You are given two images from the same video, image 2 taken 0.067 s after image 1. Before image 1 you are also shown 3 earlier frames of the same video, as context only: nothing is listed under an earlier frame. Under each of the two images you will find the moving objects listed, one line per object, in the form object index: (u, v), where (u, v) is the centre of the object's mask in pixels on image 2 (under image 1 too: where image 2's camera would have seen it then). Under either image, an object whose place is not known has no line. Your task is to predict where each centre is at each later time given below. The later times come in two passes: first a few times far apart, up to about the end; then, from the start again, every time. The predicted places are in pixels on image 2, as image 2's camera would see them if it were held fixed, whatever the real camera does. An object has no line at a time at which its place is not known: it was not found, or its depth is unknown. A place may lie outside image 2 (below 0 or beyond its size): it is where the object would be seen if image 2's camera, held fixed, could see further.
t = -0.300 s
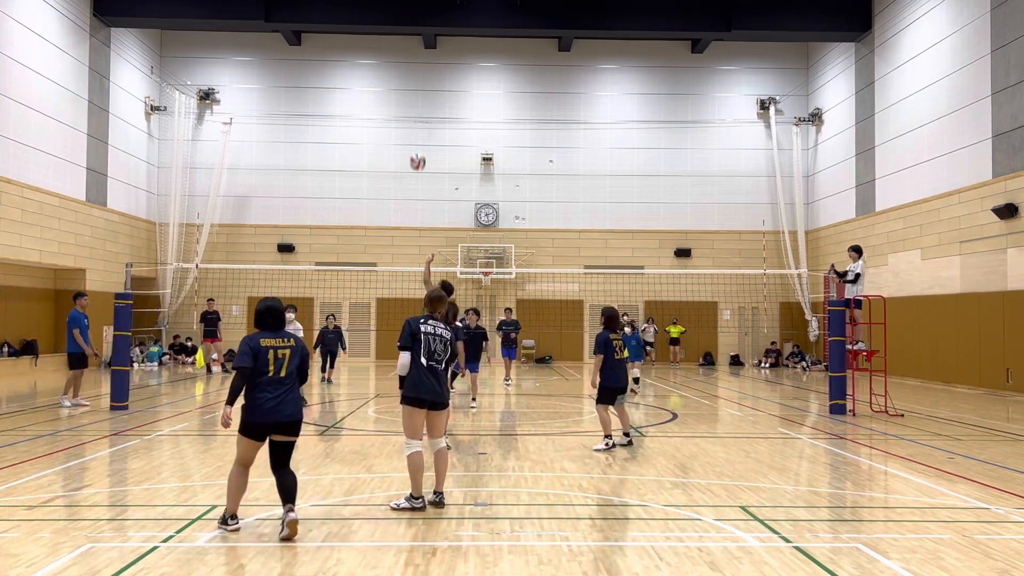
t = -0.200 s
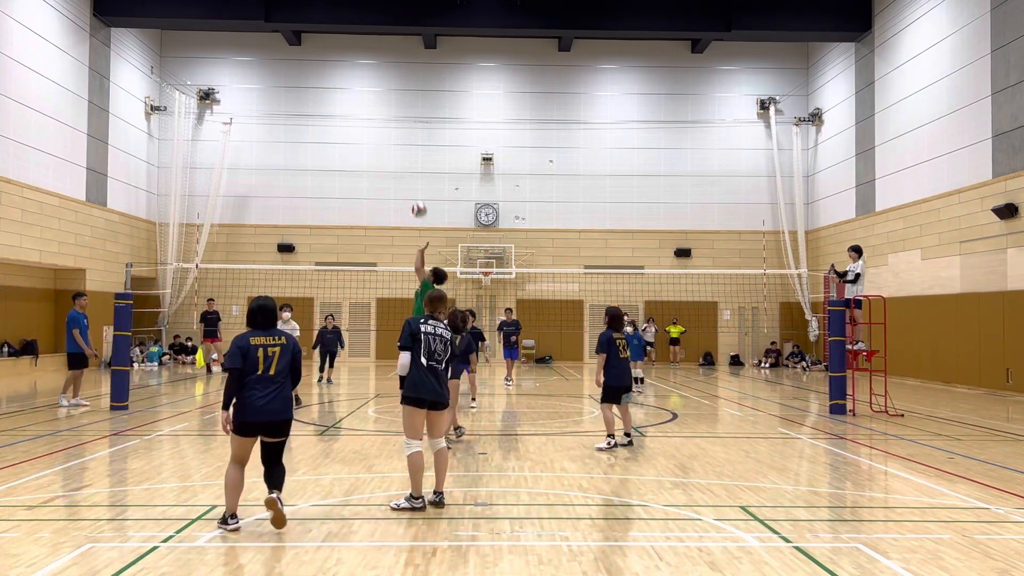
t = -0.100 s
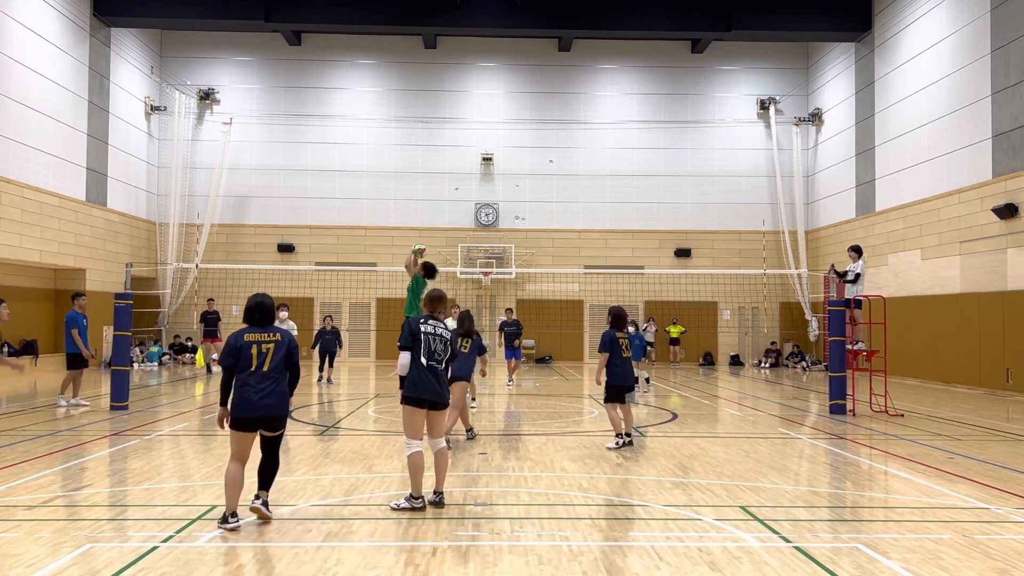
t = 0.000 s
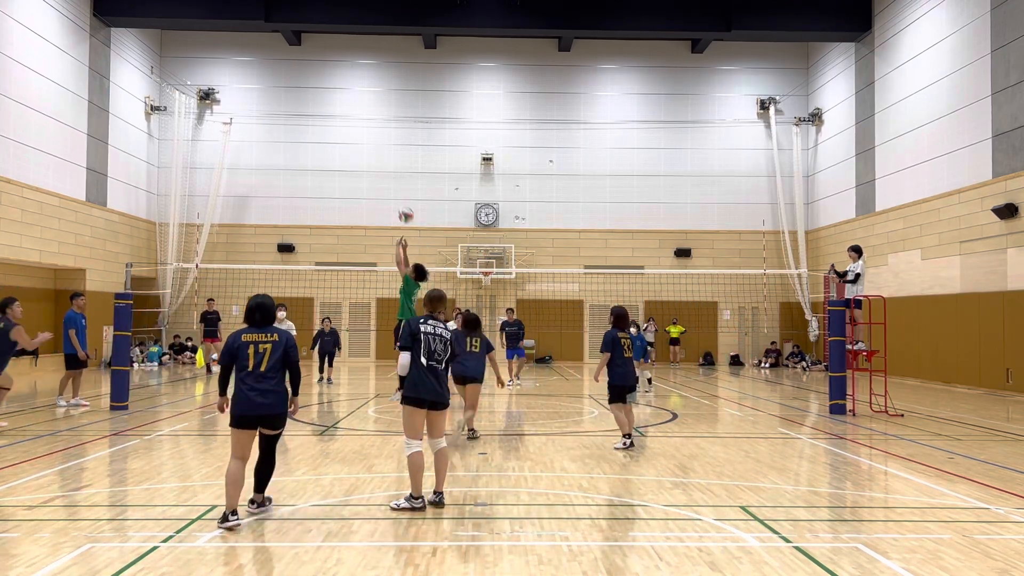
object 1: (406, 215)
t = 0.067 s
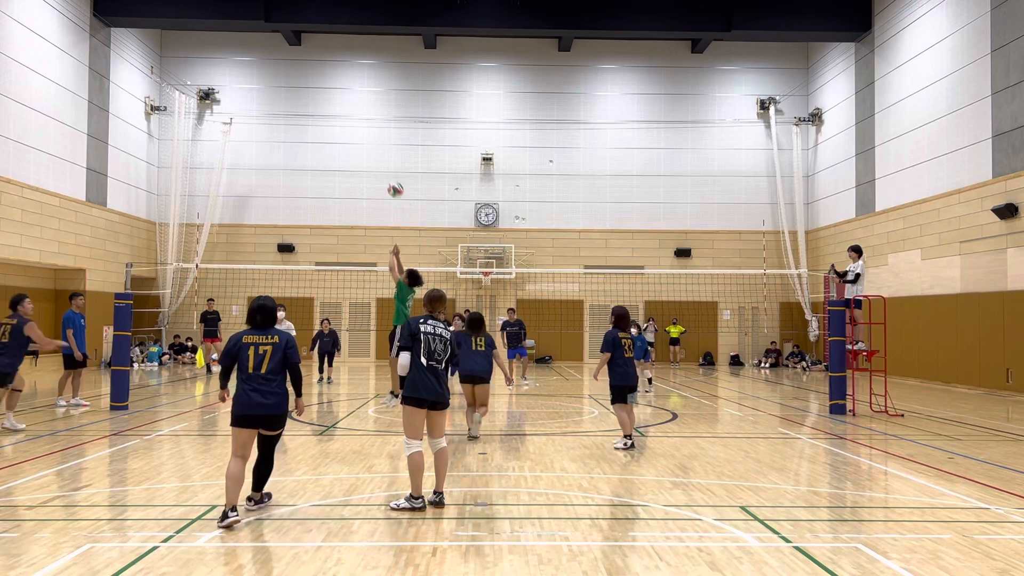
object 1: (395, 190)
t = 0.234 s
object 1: (369, 142)
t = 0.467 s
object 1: (333, 111)
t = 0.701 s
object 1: (299, 117)
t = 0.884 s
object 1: (272, 150)
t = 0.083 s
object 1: (393, 184)
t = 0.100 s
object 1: (390, 178)
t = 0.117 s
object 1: (388, 174)
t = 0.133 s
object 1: (385, 168)
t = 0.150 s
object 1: (382, 163)
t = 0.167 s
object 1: (380, 159)
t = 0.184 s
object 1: (377, 154)
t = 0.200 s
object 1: (374, 150)
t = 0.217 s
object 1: (372, 146)
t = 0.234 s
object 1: (369, 142)
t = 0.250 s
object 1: (366, 139)
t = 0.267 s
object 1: (364, 135)
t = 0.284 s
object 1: (361, 132)
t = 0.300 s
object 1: (359, 129)
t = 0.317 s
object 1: (356, 126)
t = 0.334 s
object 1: (354, 124)
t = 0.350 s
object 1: (351, 121)
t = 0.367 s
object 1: (349, 119)
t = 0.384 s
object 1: (346, 118)
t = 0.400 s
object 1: (344, 116)
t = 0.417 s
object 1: (341, 115)
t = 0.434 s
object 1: (338, 113)
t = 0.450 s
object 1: (336, 112)
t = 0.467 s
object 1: (333, 111)
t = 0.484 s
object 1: (331, 110)
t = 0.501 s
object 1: (329, 109)
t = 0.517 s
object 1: (326, 109)
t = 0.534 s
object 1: (324, 109)
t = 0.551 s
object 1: (321, 109)
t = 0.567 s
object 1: (319, 109)
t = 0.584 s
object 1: (316, 110)
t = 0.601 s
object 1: (314, 110)
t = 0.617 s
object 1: (311, 111)
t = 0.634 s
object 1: (309, 112)
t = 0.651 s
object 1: (306, 113)
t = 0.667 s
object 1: (304, 114)
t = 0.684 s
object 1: (302, 116)
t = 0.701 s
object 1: (299, 117)
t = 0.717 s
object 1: (296, 119)
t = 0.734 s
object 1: (294, 122)
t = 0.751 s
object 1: (292, 124)
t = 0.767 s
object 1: (289, 127)
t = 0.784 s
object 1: (287, 129)
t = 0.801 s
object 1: (284, 132)
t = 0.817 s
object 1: (282, 135)
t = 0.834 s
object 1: (280, 138)
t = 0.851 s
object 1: (277, 142)
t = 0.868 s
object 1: (275, 146)
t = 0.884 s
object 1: (272, 150)
